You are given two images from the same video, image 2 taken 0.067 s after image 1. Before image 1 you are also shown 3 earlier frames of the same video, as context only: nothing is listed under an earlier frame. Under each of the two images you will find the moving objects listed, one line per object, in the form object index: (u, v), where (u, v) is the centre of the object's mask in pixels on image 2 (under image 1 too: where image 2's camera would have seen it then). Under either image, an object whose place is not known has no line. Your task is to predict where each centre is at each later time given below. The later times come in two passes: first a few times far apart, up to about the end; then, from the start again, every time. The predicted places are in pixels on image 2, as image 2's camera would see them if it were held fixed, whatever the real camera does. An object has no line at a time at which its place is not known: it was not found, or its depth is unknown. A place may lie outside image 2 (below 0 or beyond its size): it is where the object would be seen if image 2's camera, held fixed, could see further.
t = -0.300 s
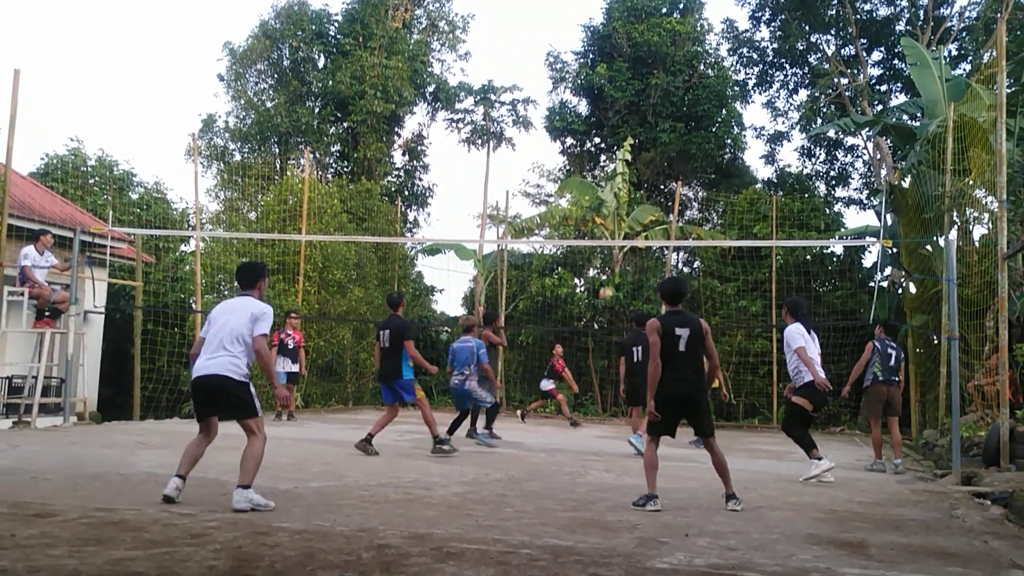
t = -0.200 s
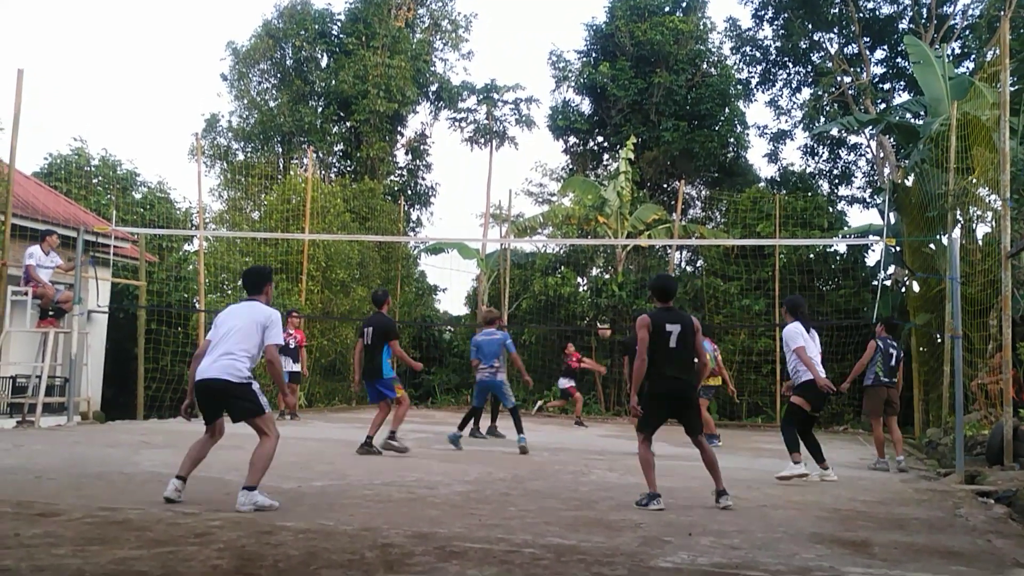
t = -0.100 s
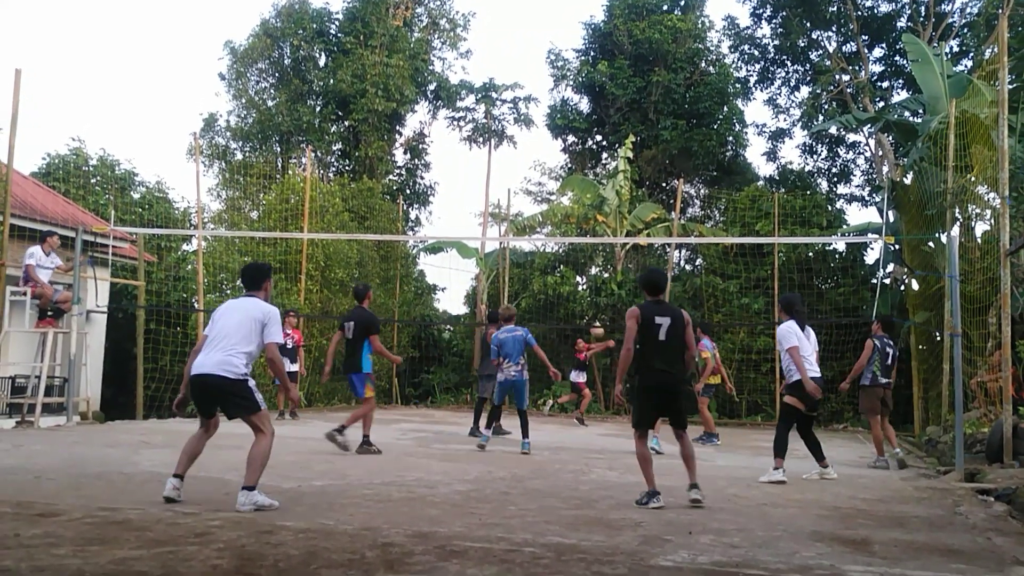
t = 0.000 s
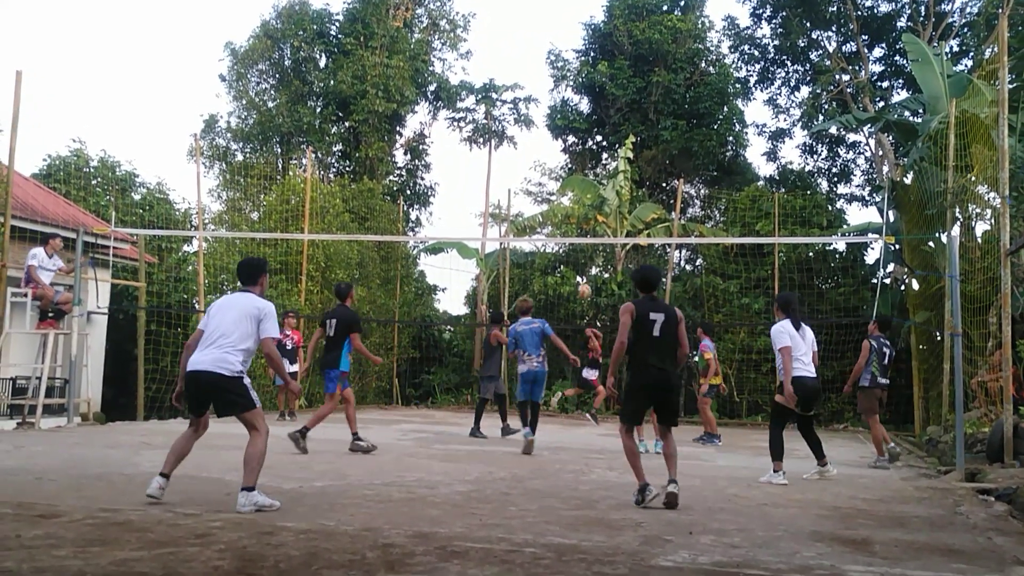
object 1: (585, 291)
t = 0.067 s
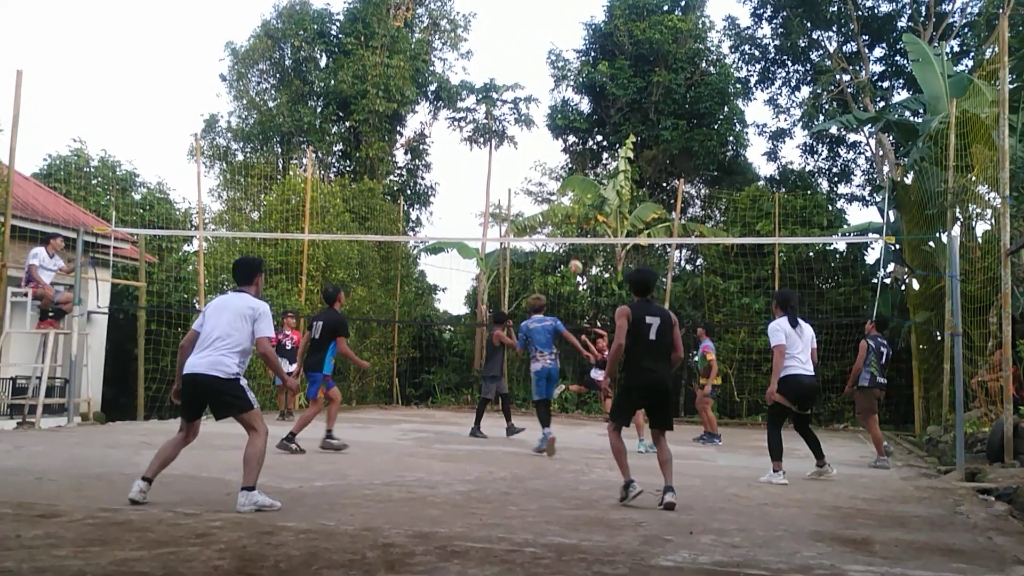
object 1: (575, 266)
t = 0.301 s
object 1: (534, 198)
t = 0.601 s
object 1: (453, 156)
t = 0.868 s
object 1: (343, 189)
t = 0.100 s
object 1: (570, 256)
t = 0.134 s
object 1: (565, 246)
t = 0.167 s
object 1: (559, 233)
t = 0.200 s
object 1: (553, 224)
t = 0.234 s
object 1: (546, 214)
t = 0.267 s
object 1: (539, 206)
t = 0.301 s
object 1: (534, 198)
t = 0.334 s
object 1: (526, 190)
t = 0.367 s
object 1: (519, 184)
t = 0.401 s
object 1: (510, 178)
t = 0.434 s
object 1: (502, 172)
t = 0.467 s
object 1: (493, 167)
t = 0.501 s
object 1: (484, 163)
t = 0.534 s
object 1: (474, 160)
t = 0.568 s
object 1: (464, 158)
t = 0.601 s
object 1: (453, 156)
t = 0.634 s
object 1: (442, 156)
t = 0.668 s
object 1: (429, 157)
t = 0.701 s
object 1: (416, 158)
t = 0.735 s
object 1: (404, 162)
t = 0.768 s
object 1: (389, 167)
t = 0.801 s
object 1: (375, 172)
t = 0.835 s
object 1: (360, 179)
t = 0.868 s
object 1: (343, 189)
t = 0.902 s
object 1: (326, 200)
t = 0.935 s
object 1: (307, 213)
